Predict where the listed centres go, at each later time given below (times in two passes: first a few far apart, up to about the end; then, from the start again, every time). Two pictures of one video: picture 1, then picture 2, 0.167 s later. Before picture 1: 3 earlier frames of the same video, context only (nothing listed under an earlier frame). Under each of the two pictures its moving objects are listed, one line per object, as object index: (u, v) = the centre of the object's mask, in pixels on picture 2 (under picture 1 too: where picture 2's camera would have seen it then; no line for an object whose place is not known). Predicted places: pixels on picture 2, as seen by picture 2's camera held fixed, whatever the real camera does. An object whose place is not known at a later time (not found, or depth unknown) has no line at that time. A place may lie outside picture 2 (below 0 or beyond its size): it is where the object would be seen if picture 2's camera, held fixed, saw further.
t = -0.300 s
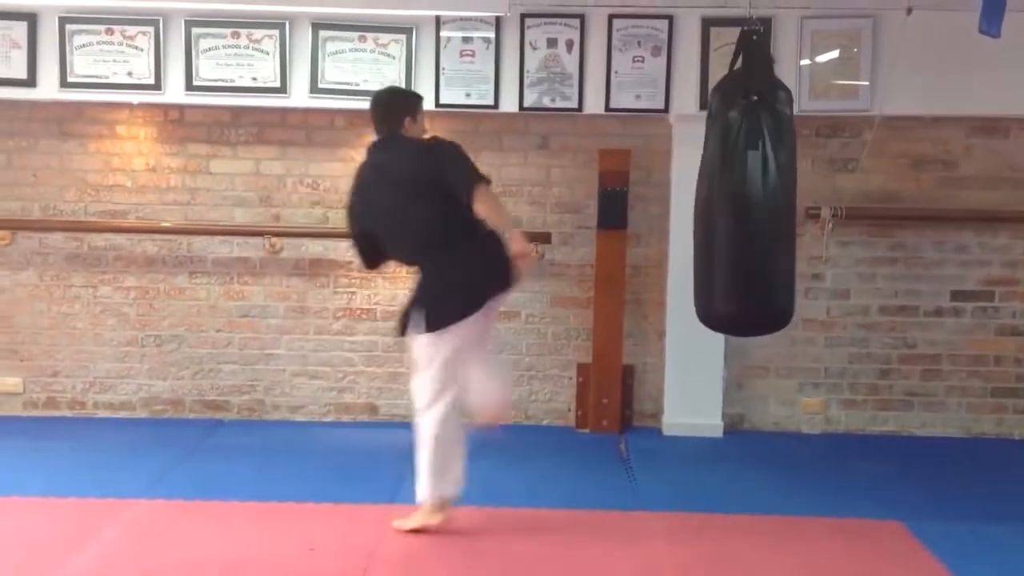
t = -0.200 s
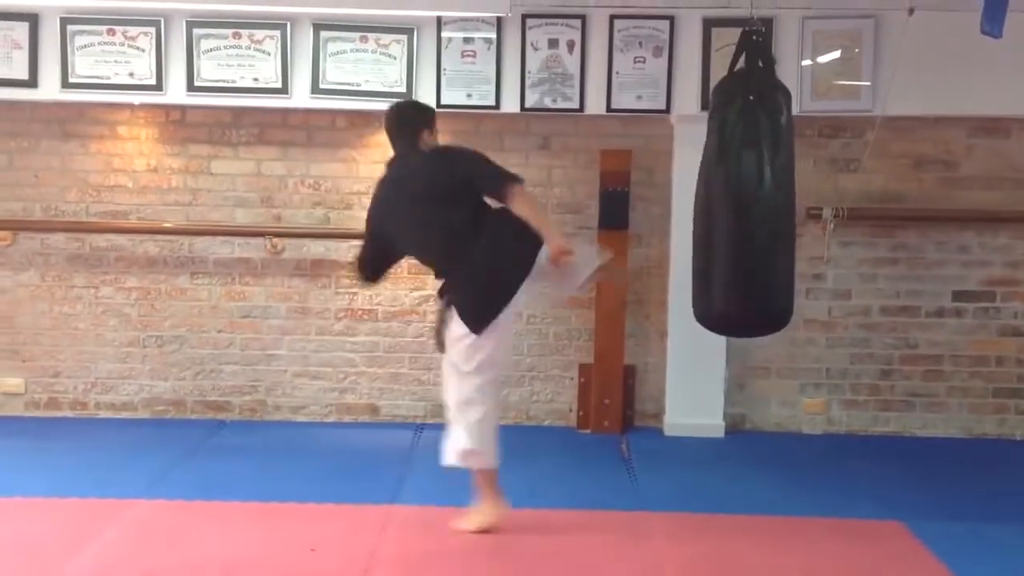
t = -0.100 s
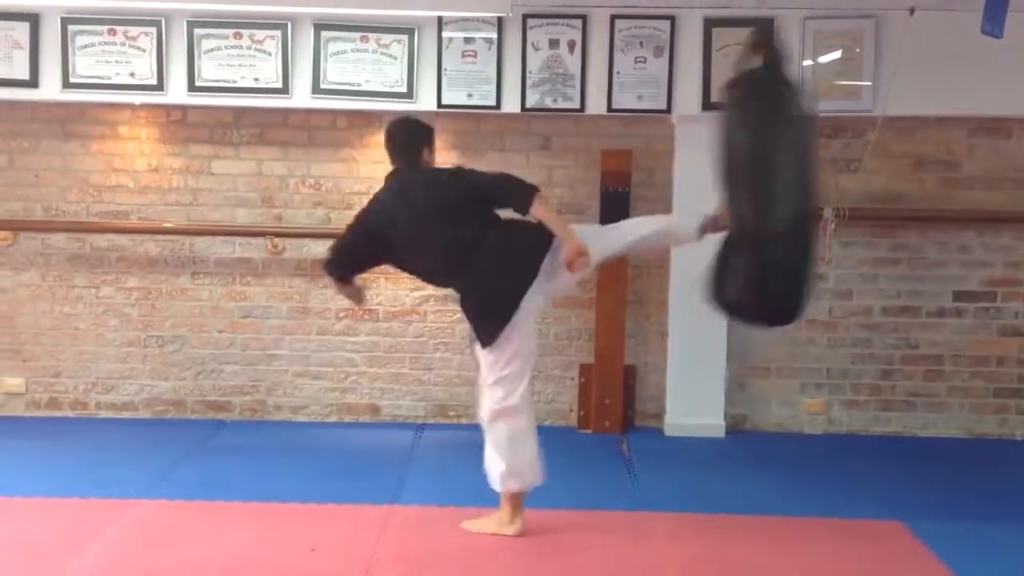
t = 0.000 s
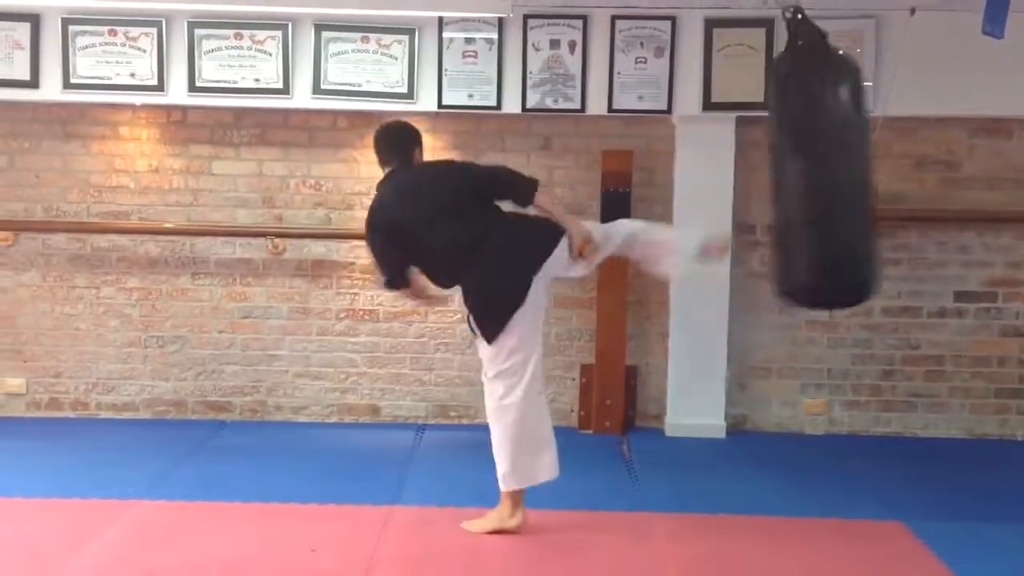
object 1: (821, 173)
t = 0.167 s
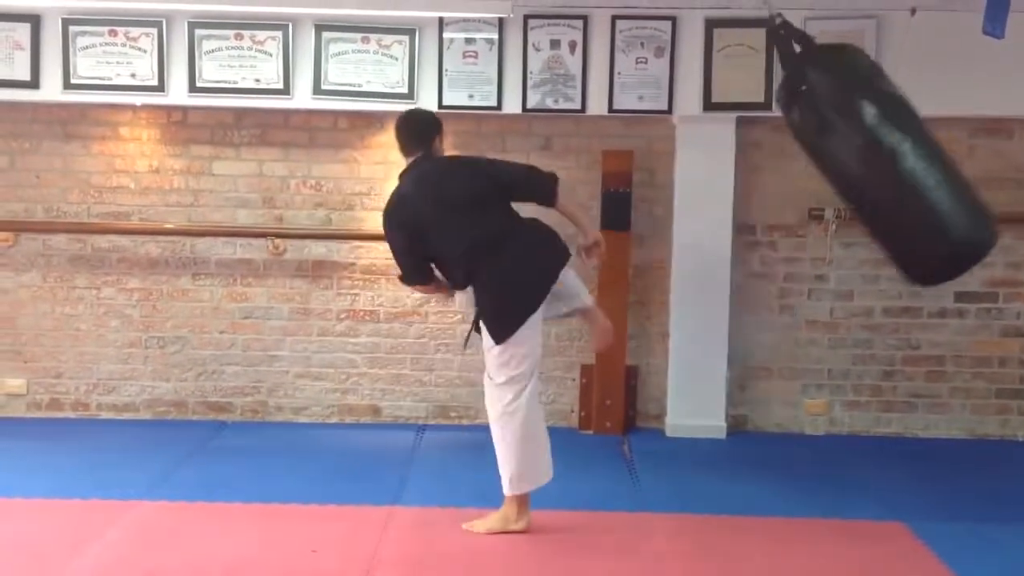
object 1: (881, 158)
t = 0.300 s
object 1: (904, 145)
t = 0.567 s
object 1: (885, 158)
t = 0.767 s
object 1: (818, 189)
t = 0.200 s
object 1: (887, 152)
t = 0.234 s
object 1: (893, 149)
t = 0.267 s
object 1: (899, 147)
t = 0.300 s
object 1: (904, 145)
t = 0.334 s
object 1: (908, 142)
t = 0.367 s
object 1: (908, 140)
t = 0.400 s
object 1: (908, 140)
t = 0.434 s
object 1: (907, 142)
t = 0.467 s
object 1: (904, 146)
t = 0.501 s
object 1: (899, 151)
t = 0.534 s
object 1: (892, 154)
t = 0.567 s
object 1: (885, 158)
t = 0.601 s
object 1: (877, 164)
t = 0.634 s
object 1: (868, 168)
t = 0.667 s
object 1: (858, 173)
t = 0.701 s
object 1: (846, 178)
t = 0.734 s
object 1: (833, 184)
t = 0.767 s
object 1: (818, 189)
